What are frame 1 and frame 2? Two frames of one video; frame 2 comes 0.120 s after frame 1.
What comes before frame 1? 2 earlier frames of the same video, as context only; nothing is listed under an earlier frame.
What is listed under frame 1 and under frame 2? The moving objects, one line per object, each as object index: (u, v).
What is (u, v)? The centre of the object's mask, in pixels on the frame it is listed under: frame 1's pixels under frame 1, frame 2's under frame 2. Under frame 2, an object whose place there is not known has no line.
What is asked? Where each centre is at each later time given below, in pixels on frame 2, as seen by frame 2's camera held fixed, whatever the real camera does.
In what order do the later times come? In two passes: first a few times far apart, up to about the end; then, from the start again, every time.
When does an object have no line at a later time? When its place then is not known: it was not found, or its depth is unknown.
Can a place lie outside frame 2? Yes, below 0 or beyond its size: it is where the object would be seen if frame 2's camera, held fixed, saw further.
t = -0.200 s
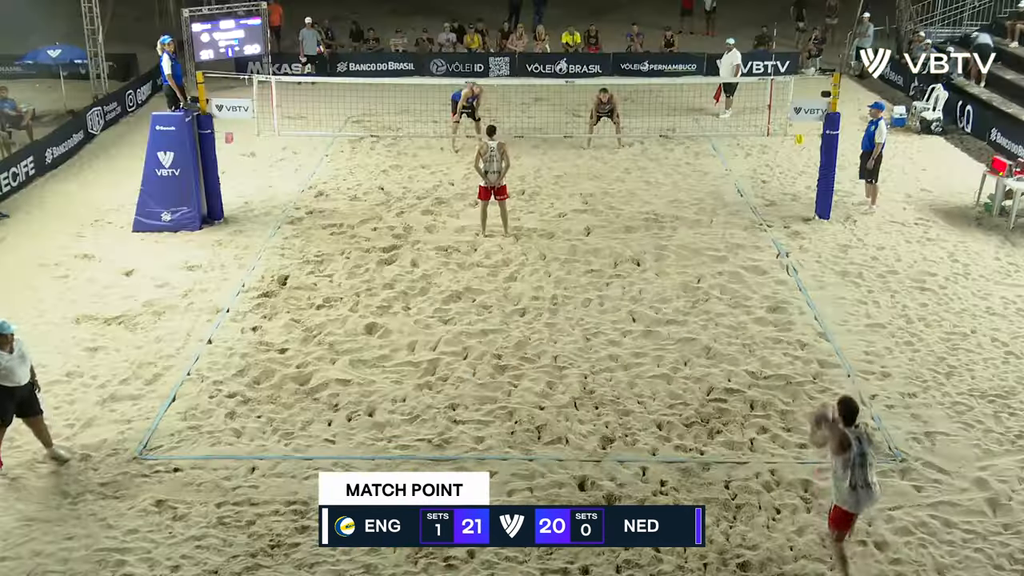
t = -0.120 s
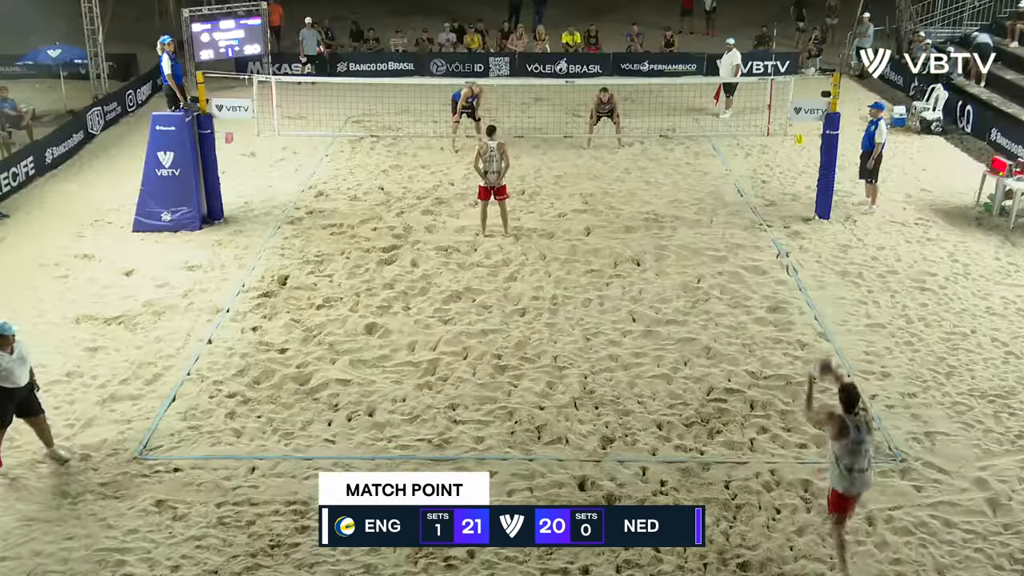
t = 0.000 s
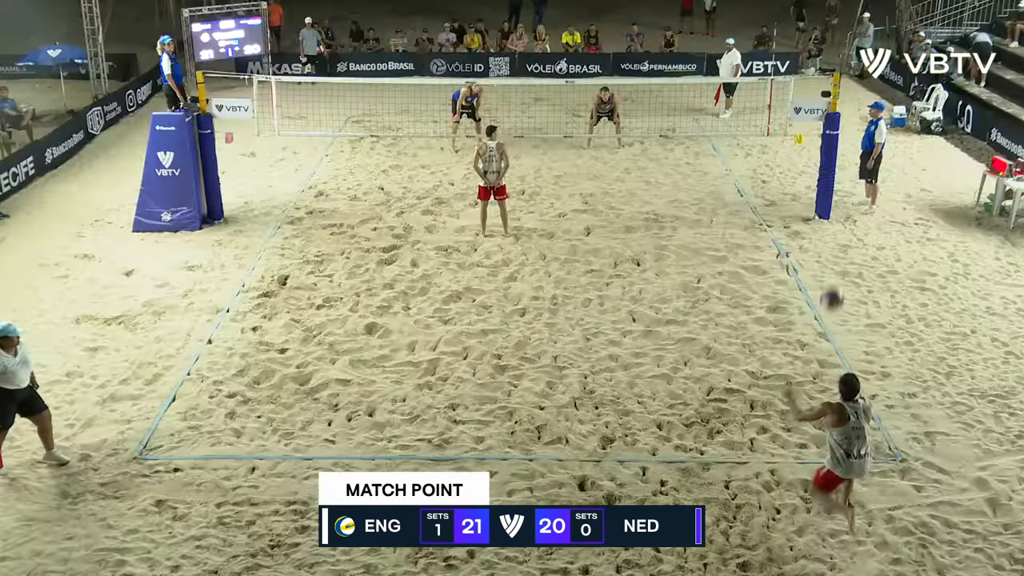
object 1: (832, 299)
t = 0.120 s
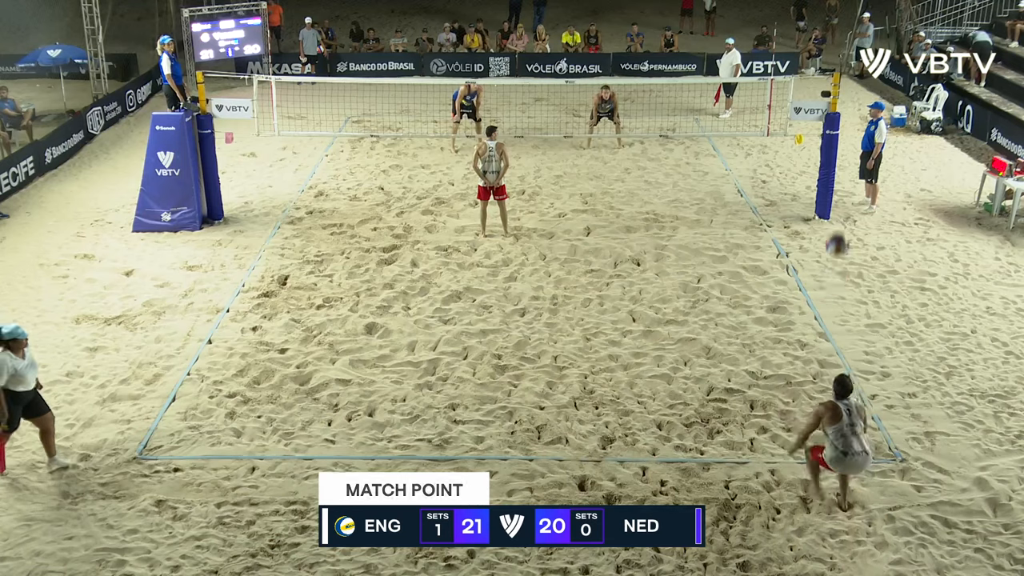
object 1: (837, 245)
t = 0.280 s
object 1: (841, 193)
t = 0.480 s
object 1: (843, 168)
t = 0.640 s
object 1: (842, 176)
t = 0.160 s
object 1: (839, 229)
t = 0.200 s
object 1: (839, 215)
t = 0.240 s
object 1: (840, 204)
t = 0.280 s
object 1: (841, 193)
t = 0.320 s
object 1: (842, 185)
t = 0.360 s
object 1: (842, 178)
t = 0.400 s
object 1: (842, 173)
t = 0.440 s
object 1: (843, 170)
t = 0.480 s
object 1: (843, 168)
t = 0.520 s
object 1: (843, 168)
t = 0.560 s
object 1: (842, 169)
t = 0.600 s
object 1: (842, 172)
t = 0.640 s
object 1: (842, 176)
